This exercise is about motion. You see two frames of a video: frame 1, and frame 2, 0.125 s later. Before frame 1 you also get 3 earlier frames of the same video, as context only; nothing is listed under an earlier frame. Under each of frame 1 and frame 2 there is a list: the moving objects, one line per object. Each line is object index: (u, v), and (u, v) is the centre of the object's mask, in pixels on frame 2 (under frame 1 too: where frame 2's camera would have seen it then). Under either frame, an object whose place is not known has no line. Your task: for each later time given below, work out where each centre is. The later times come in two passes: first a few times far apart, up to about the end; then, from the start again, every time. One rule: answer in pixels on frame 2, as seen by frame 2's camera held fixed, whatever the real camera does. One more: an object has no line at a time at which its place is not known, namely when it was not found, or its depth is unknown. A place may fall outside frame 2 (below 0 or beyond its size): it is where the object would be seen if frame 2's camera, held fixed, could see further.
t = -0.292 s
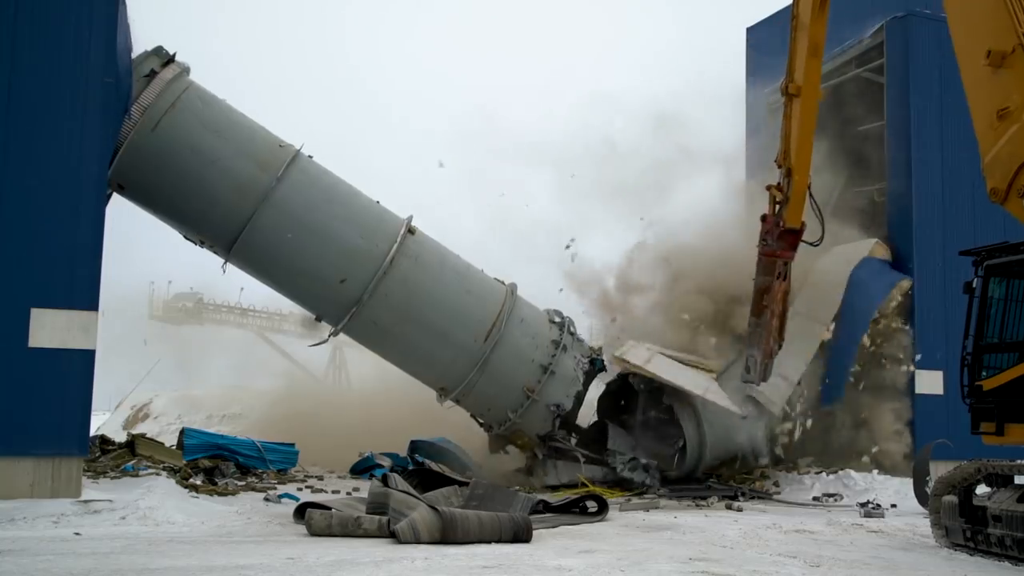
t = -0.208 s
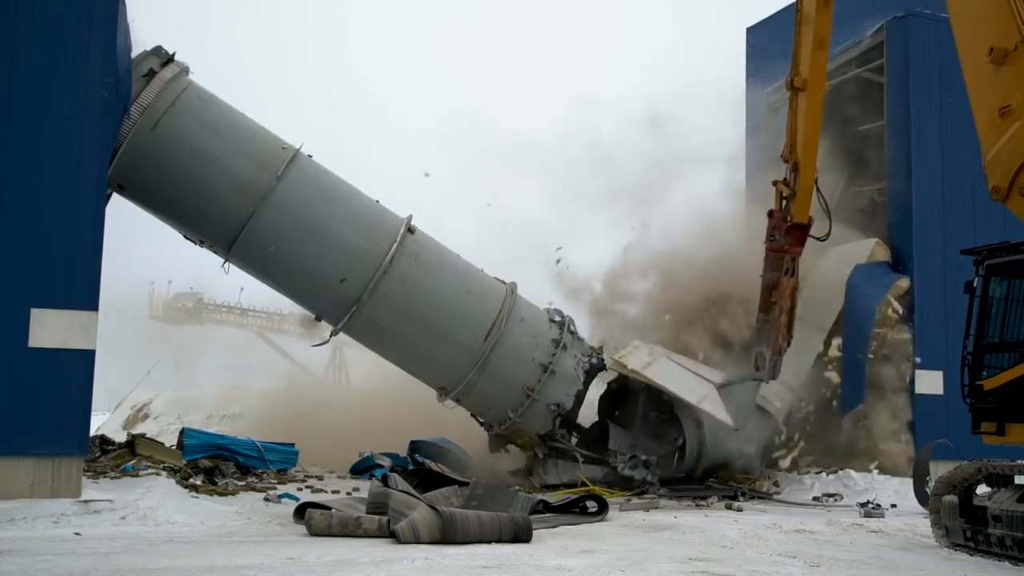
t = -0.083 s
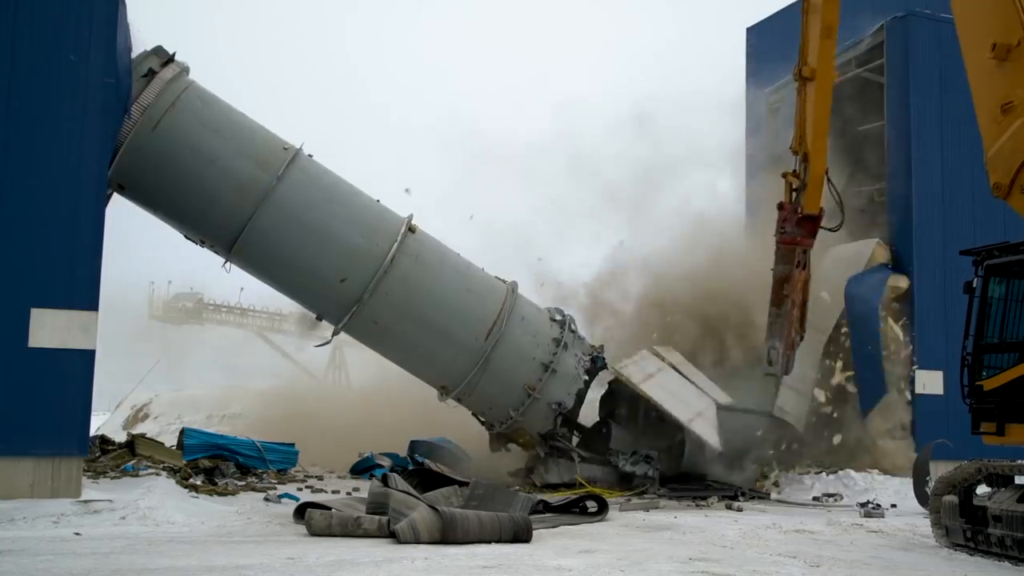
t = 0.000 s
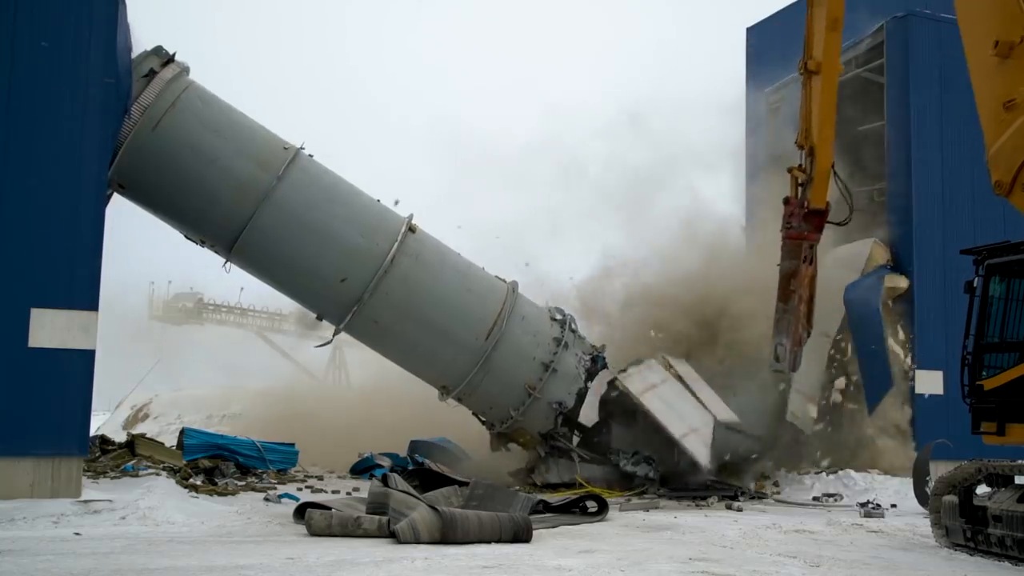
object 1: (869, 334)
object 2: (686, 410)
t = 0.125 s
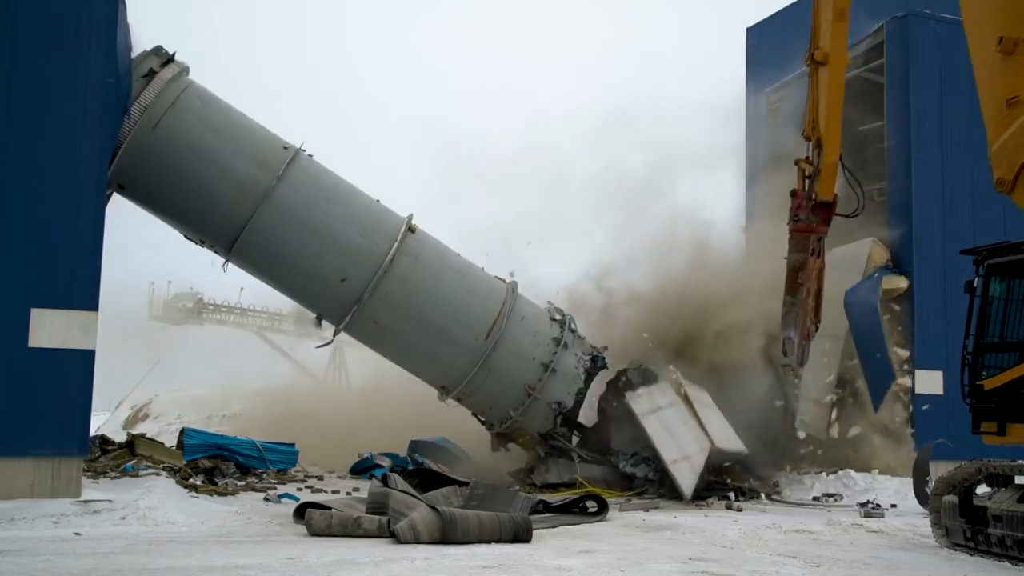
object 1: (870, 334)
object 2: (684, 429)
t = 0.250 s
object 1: (867, 331)
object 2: (691, 451)
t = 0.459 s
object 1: (859, 337)
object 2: (700, 485)
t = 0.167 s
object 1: (869, 333)
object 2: (685, 437)
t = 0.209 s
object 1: (868, 332)
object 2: (687, 443)
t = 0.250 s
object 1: (867, 331)
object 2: (691, 451)
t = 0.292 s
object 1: (866, 332)
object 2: (694, 458)
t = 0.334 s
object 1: (864, 333)
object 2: (697, 466)
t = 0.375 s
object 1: (863, 334)
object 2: (699, 472)
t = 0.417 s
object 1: (861, 335)
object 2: (699, 479)
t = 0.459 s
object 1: (859, 337)
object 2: (700, 485)
